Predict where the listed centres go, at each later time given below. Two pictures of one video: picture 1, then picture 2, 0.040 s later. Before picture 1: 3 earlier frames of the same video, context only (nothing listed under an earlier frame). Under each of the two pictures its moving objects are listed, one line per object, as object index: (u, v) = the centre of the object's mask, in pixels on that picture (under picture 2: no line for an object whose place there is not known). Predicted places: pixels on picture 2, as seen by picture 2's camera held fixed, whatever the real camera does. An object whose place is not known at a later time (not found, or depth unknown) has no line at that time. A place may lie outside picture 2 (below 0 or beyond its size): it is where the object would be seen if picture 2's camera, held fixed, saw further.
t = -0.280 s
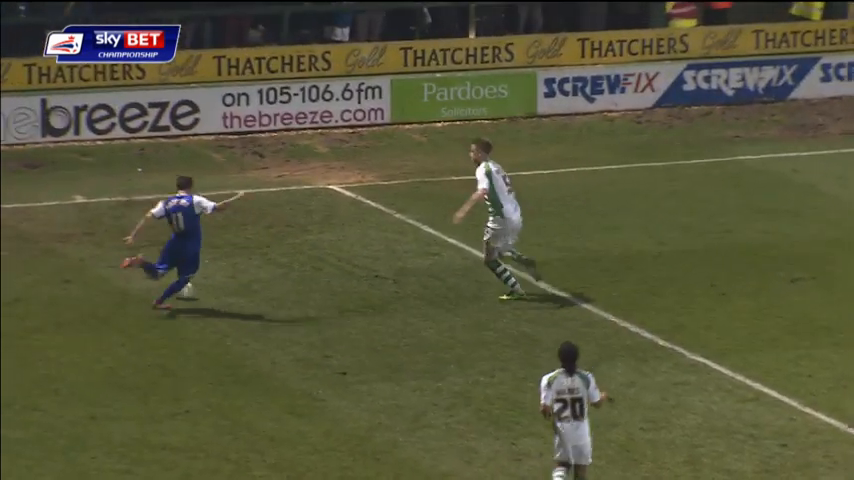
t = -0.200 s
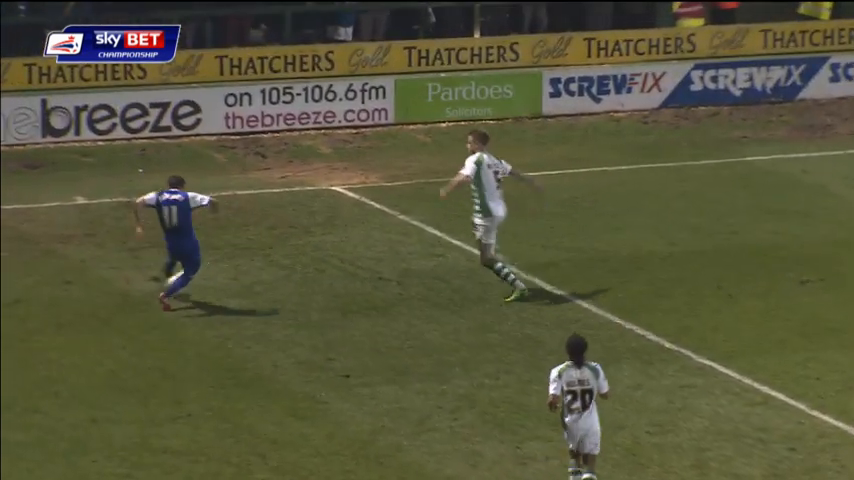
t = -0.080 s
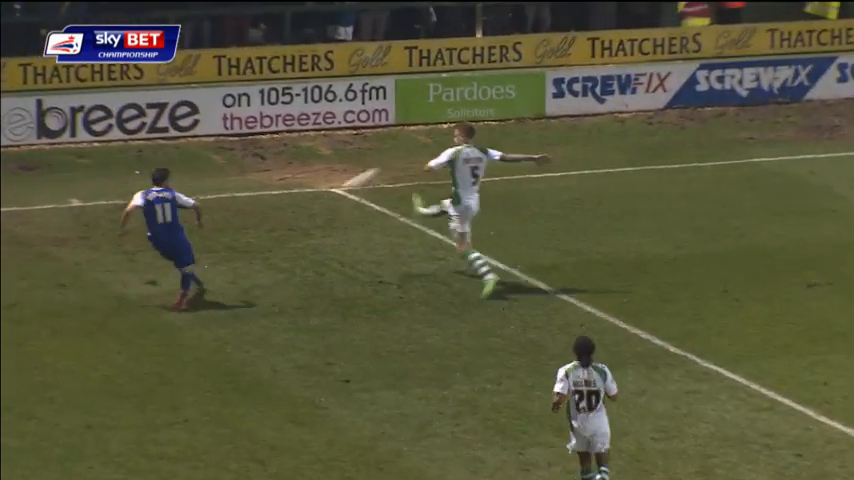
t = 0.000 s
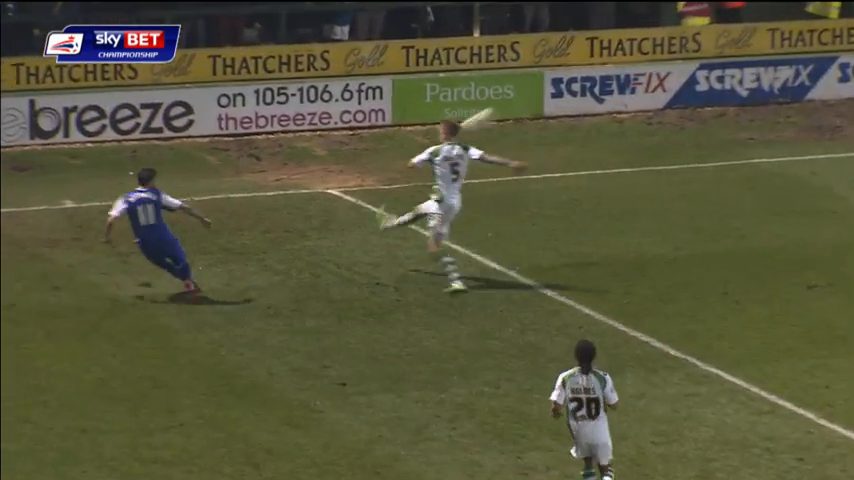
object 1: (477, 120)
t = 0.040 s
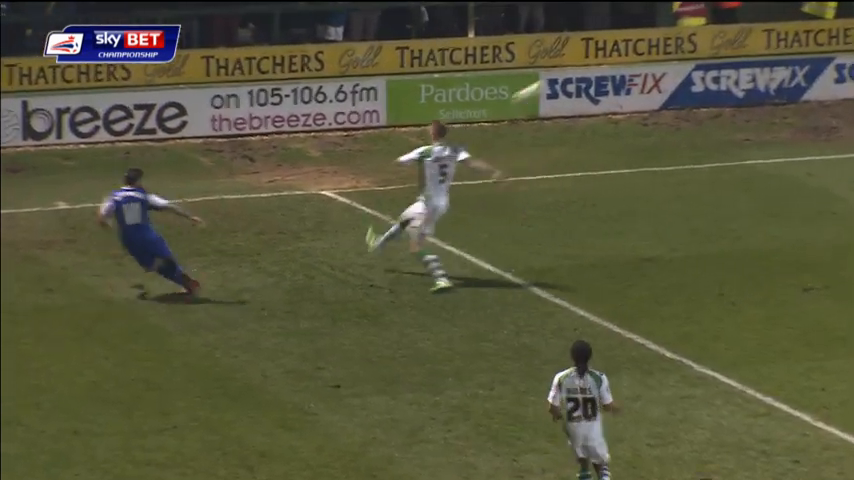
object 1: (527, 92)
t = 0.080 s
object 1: (587, 65)
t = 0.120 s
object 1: (642, 40)
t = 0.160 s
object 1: (697, 17)
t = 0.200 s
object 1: (749, -3)
